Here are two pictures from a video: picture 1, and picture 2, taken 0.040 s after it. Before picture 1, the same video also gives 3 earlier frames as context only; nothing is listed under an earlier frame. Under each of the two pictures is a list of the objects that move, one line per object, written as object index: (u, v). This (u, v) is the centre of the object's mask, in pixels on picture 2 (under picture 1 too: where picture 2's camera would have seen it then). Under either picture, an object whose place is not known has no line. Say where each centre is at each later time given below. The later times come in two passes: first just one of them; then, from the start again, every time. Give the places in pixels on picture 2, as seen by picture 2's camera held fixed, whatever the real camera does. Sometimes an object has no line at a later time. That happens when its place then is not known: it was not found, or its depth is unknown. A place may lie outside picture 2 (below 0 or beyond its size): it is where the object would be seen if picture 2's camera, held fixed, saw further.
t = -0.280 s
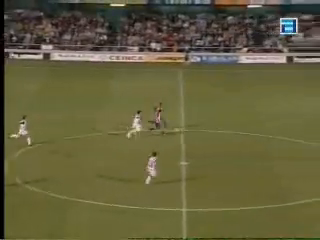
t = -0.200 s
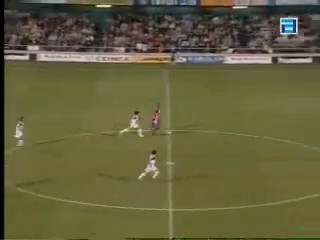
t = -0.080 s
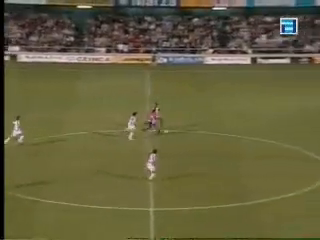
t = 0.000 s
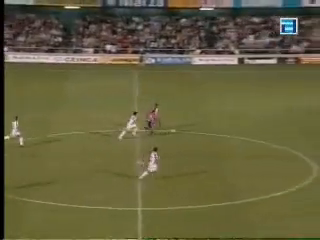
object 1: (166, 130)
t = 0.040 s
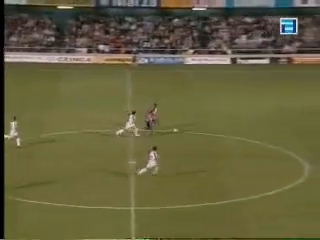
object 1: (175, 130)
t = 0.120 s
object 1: (193, 130)
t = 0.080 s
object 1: (184, 130)
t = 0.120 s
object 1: (193, 130)
